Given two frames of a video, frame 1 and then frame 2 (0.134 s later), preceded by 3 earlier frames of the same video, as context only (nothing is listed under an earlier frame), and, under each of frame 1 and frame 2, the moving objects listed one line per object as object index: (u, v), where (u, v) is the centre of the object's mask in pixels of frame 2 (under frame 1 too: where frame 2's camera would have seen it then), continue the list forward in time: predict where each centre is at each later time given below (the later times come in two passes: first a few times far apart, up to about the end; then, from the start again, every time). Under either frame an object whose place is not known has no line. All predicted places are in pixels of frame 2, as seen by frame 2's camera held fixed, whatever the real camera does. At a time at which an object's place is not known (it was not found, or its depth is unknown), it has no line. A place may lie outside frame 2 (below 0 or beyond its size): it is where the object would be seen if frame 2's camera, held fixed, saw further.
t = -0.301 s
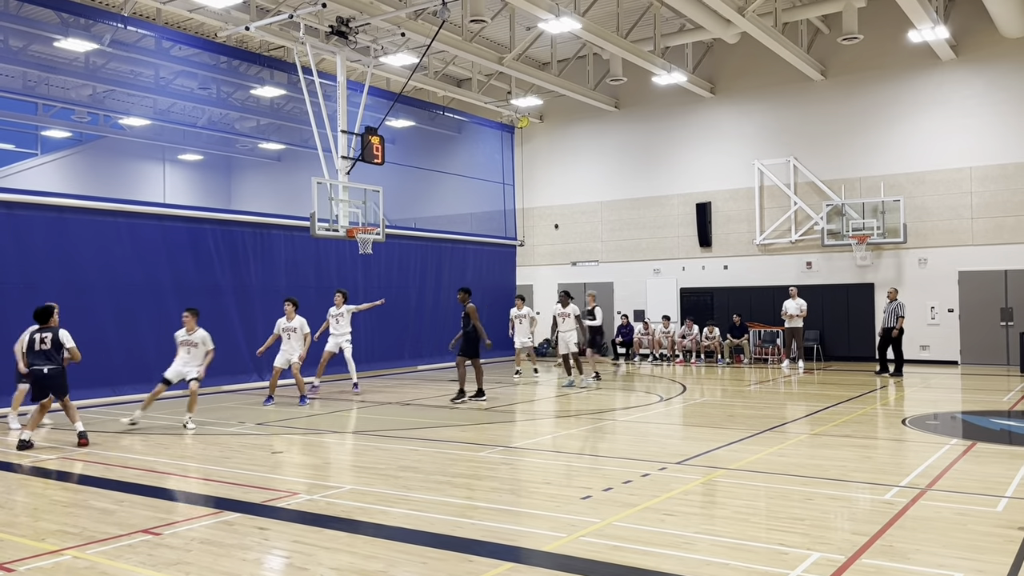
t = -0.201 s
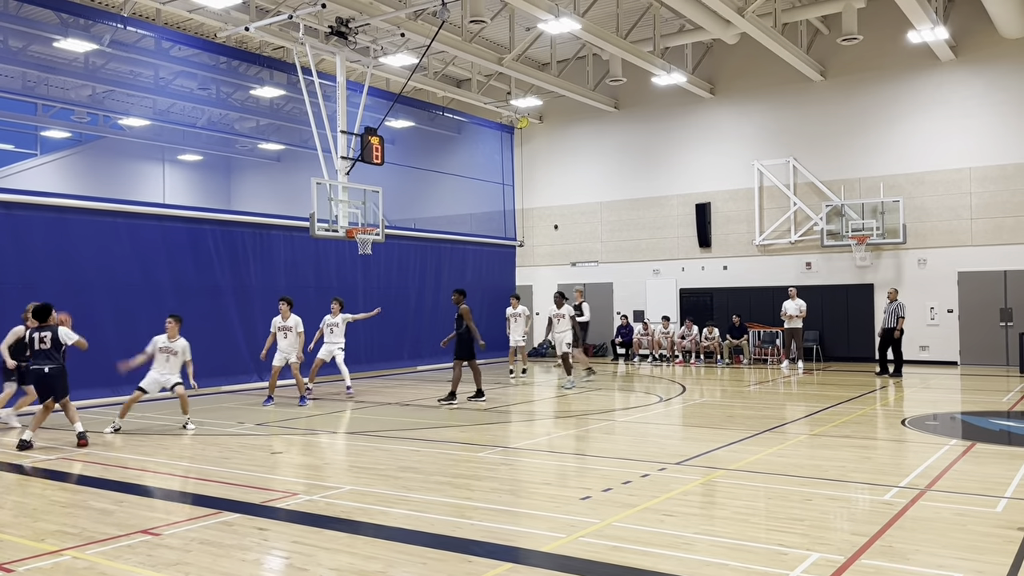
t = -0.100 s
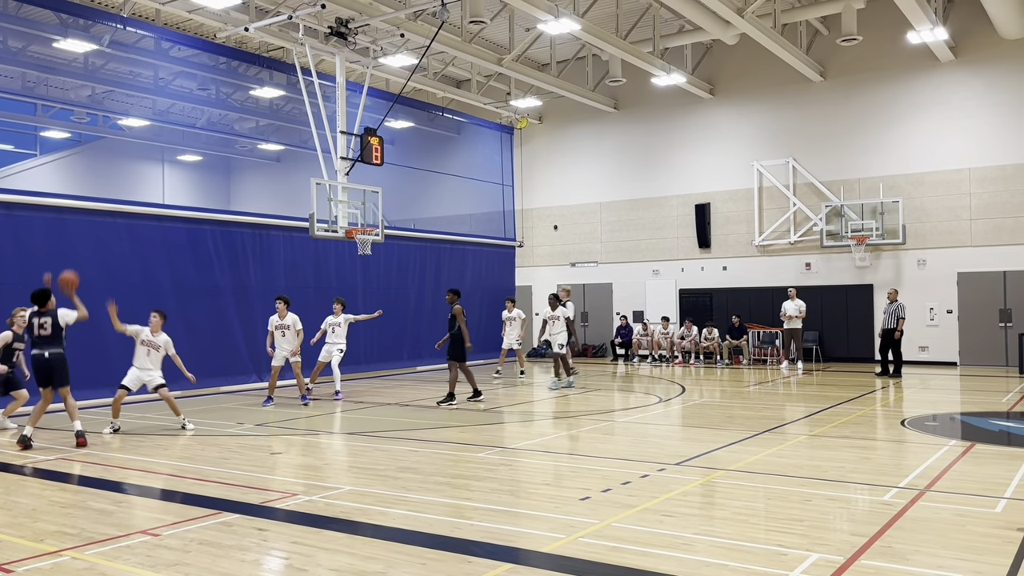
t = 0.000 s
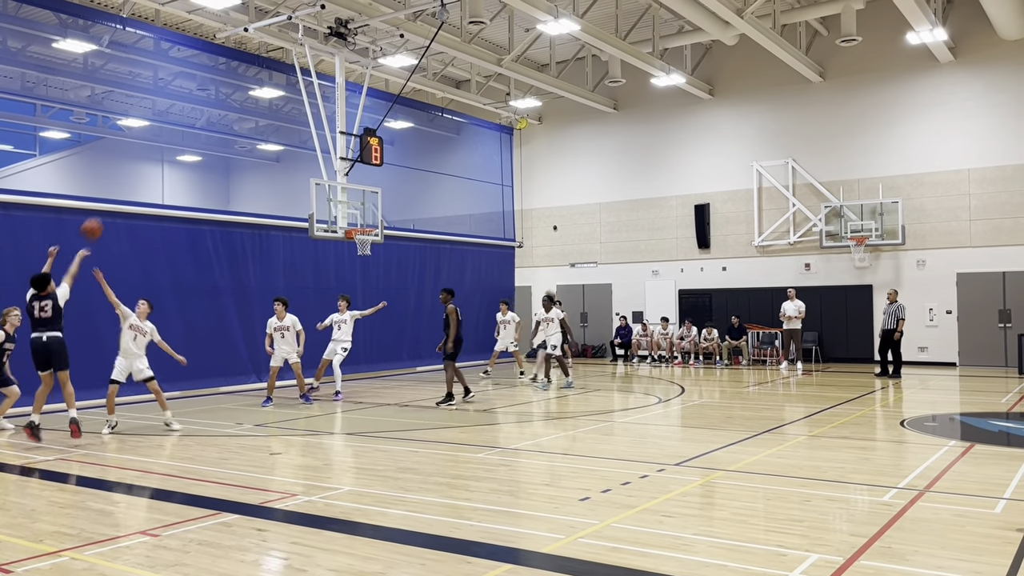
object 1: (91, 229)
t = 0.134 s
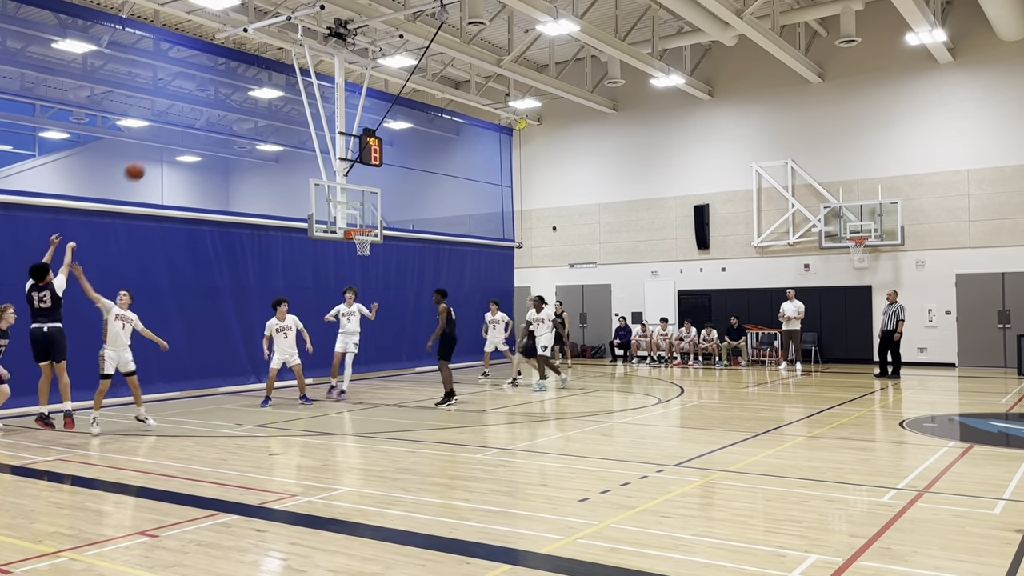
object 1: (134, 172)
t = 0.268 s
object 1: (173, 133)
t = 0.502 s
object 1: (229, 101)
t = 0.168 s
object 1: (144, 160)
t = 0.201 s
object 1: (154, 150)
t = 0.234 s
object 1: (164, 141)
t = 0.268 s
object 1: (173, 133)
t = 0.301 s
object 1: (182, 125)
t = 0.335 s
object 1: (190, 119)
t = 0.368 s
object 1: (198, 114)
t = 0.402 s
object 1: (206, 109)
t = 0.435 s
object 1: (214, 106)
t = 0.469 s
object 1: (222, 103)
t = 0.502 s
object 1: (229, 101)
